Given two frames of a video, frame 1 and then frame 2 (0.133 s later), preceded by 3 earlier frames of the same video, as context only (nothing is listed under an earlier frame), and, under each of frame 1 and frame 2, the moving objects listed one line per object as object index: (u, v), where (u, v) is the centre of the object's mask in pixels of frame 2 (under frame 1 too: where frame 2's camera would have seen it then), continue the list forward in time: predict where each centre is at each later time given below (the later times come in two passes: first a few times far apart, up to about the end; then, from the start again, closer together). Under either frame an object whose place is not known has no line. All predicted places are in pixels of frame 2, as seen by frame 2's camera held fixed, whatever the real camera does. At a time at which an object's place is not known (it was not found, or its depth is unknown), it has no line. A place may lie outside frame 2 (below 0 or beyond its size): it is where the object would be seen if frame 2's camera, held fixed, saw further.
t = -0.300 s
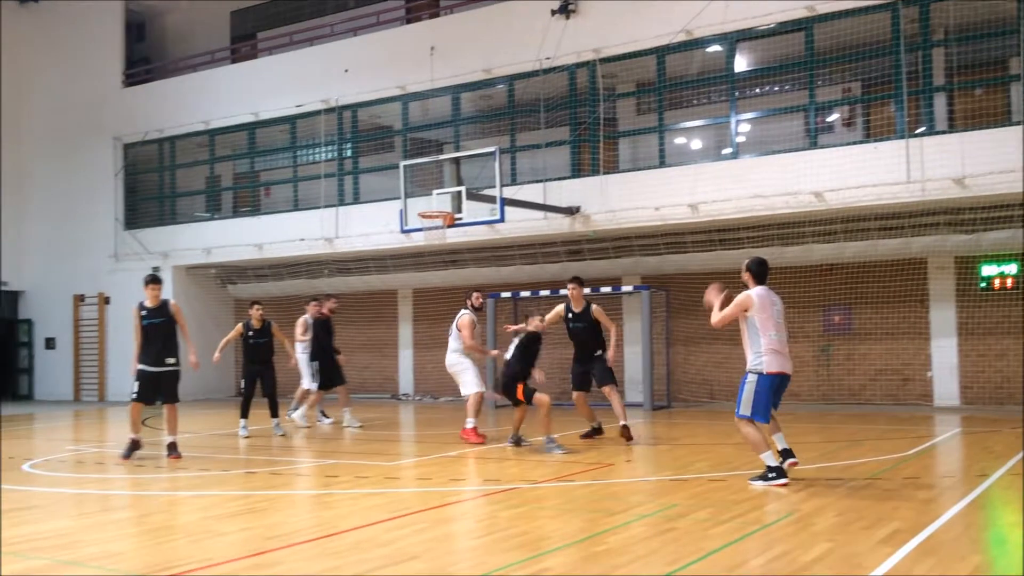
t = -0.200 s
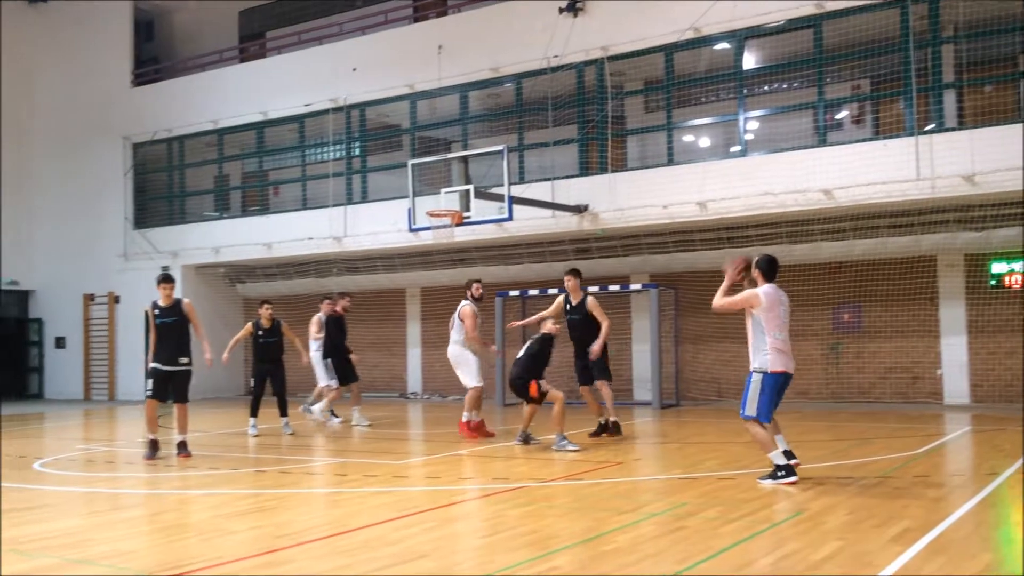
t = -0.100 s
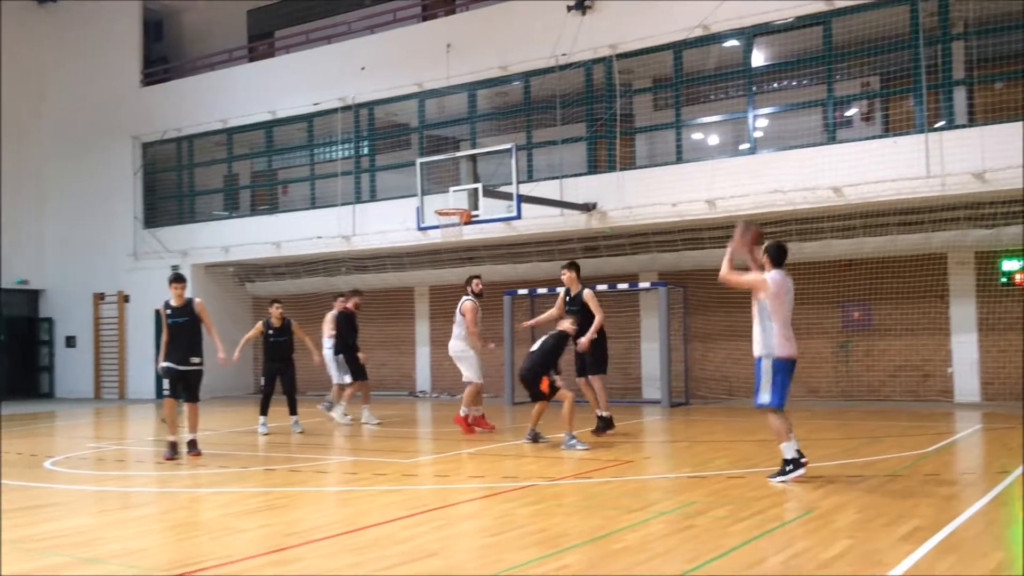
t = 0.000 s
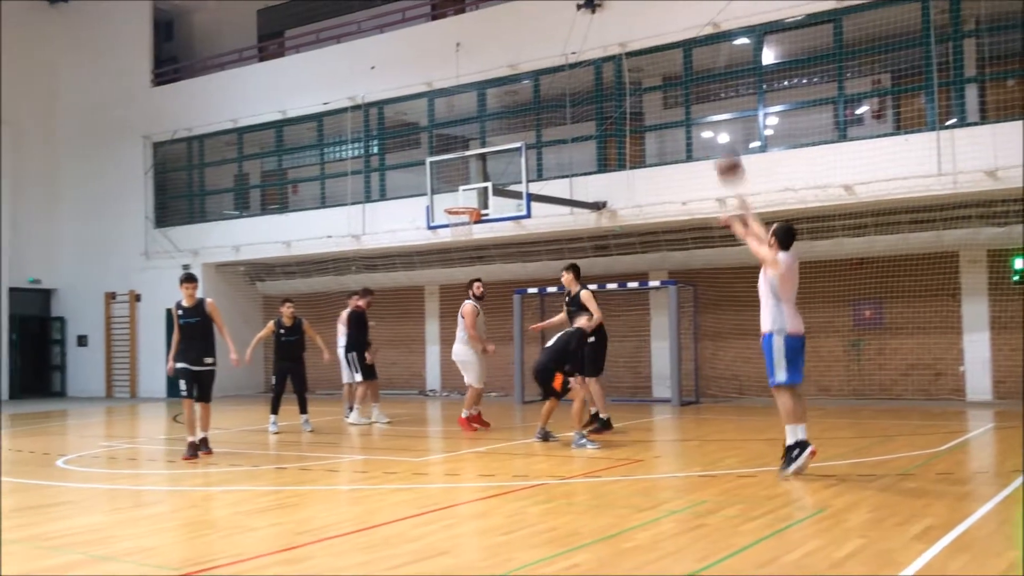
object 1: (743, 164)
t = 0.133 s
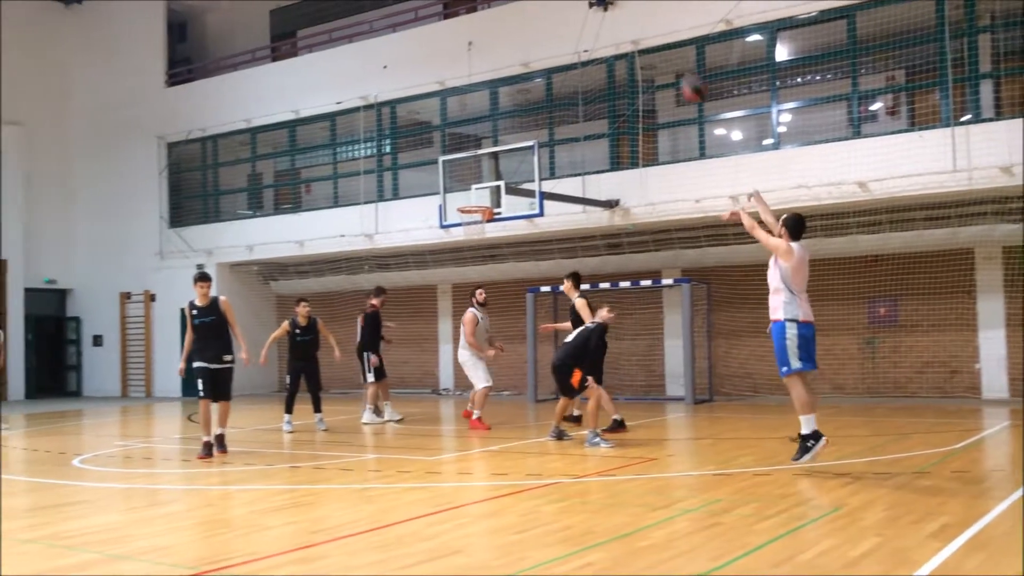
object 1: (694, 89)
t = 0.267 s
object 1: (655, 43)
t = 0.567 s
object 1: (583, 9)
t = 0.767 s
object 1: (544, 31)
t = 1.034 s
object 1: (511, 102)
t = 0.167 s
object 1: (684, 74)
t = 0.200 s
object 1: (673, 63)
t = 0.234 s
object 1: (664, 52)
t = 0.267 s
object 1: (655, 43)
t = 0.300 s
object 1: (646, 34)
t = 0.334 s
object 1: (637, 27)
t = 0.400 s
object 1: (620, 16)
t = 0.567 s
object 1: (583, 9)
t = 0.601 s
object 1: (578, 11)
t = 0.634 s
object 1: (571, 15)
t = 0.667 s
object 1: (565, 18)
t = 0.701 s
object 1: (560, 22)
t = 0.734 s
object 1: (554, 27)
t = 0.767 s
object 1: (544, 31)
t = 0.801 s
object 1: (543, 39)
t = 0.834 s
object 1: (538, 46)
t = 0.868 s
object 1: (533, 54)
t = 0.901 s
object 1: (529, 63)
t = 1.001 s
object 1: (515, 90)
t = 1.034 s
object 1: (511, 102)
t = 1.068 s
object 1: (506, 115)
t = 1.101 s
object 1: (502, 124)
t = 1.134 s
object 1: (498, 134)
